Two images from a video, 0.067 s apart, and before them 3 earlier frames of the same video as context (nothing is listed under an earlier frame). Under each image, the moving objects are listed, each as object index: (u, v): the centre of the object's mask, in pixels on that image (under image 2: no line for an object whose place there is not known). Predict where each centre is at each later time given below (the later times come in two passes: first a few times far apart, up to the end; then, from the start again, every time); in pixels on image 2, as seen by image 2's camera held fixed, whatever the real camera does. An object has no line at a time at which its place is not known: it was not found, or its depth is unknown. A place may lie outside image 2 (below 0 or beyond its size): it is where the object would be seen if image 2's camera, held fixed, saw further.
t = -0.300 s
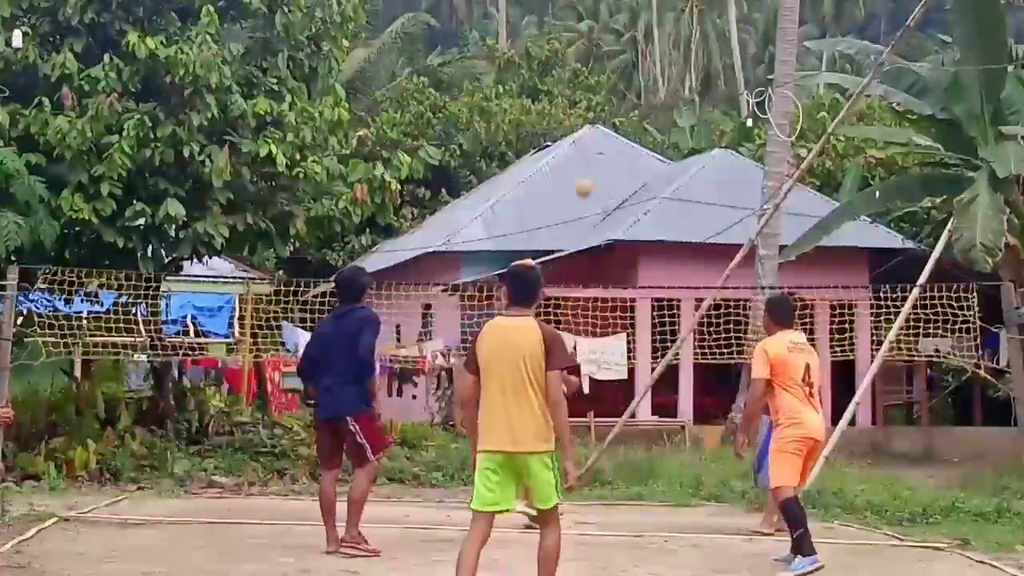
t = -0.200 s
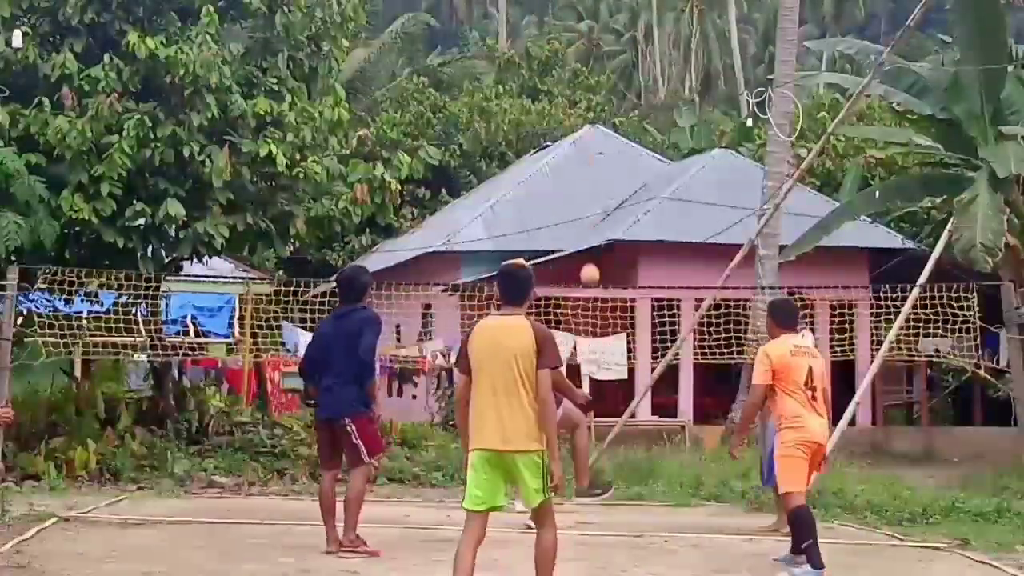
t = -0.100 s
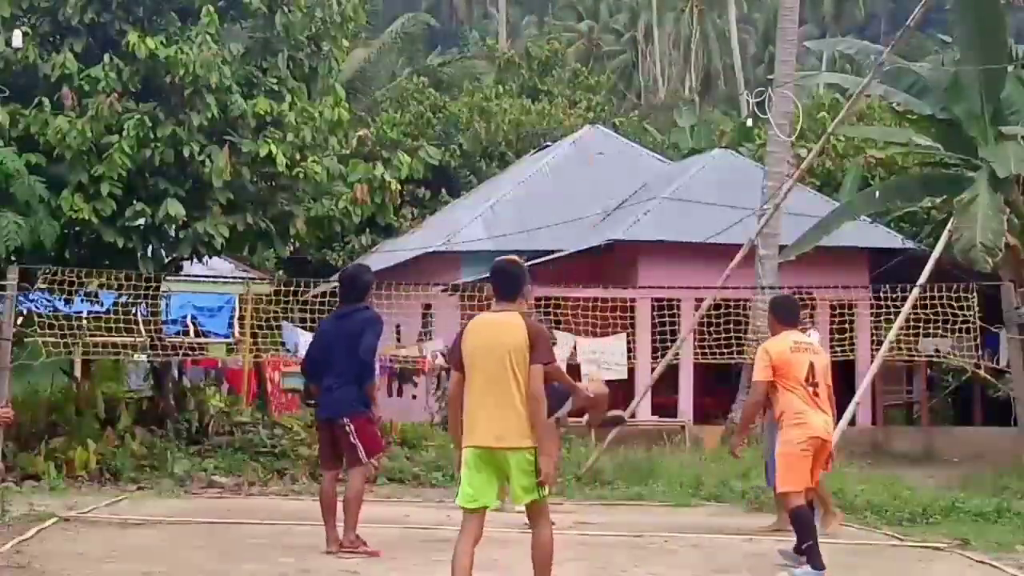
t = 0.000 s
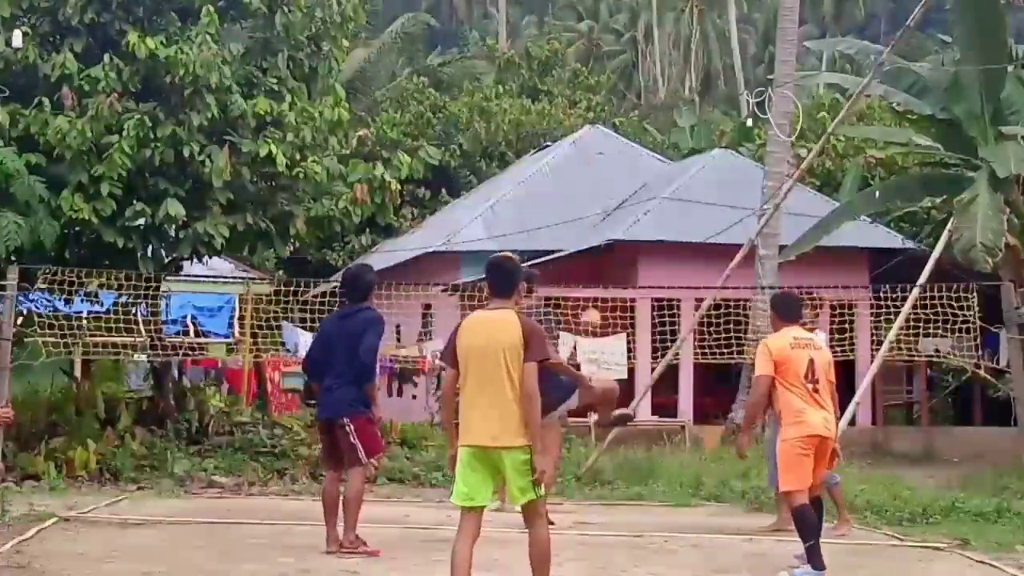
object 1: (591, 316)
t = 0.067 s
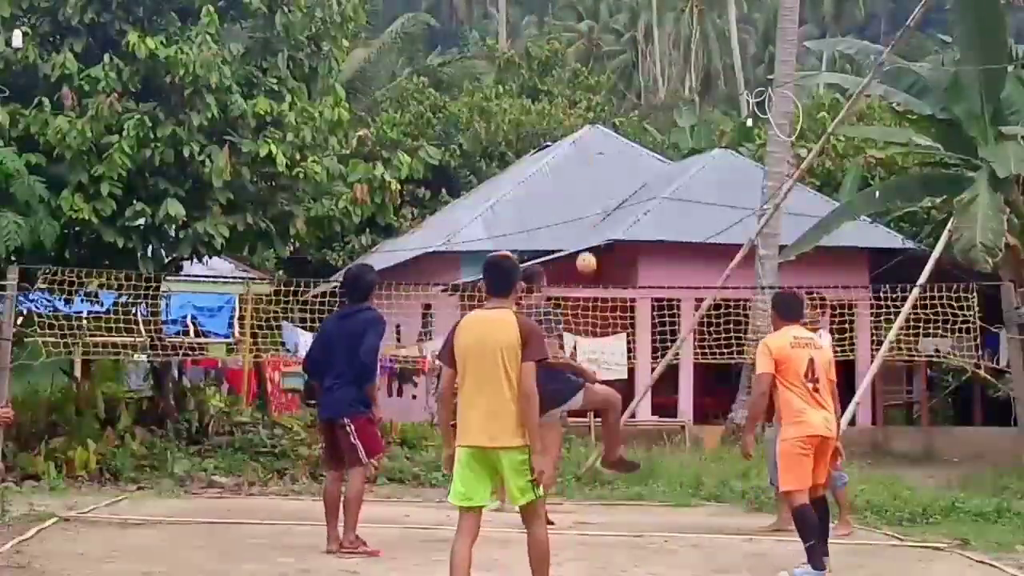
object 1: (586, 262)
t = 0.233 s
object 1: (574, 150)
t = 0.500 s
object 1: (555, 53)
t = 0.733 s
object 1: (537, 55)
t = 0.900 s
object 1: (523, 109)
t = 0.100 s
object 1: (585, 237)
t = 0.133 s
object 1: (582, 213)
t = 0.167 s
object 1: (580, 190)
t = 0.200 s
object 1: (578, 170)
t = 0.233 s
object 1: (574, 150)
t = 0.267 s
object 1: (571, 131)
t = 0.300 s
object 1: (570, 117)
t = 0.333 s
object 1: (569, 102)
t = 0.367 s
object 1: (566, 88)
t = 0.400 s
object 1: (563, 80)
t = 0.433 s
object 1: (561, 67)
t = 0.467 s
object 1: (558, 61)
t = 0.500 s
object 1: (555, 53)
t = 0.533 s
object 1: (553, 49)
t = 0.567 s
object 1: (551, 45)
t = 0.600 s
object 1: (549, 43)
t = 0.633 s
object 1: (547, 44)
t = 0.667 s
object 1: (542, 45)
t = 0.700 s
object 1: (540, 50)
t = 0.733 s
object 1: (537, 55)
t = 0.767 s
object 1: (534, 62)
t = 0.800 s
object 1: (531, 72)
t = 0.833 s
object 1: (528, 82)
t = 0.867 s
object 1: (526, 94)
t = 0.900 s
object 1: (523, 109)
